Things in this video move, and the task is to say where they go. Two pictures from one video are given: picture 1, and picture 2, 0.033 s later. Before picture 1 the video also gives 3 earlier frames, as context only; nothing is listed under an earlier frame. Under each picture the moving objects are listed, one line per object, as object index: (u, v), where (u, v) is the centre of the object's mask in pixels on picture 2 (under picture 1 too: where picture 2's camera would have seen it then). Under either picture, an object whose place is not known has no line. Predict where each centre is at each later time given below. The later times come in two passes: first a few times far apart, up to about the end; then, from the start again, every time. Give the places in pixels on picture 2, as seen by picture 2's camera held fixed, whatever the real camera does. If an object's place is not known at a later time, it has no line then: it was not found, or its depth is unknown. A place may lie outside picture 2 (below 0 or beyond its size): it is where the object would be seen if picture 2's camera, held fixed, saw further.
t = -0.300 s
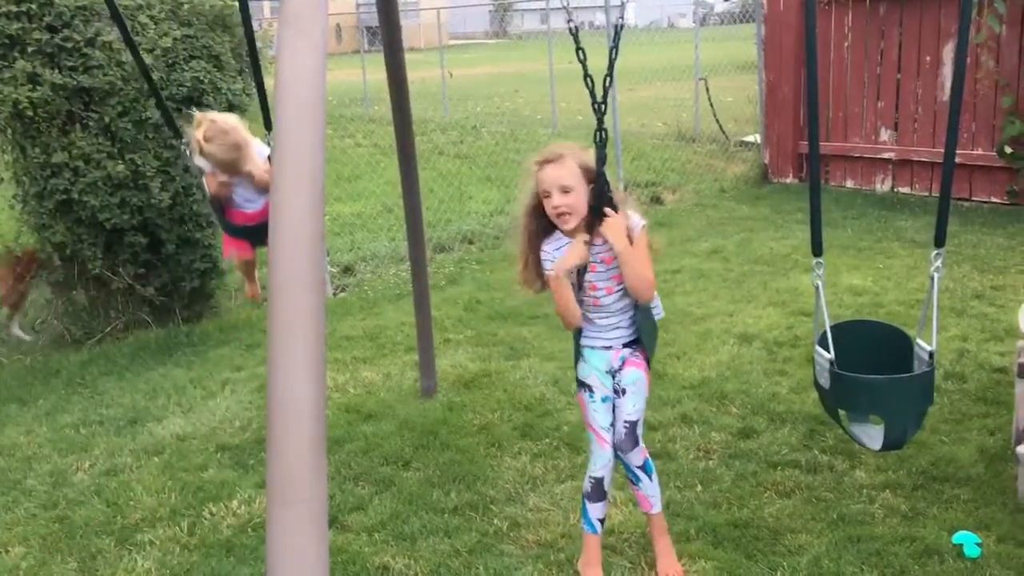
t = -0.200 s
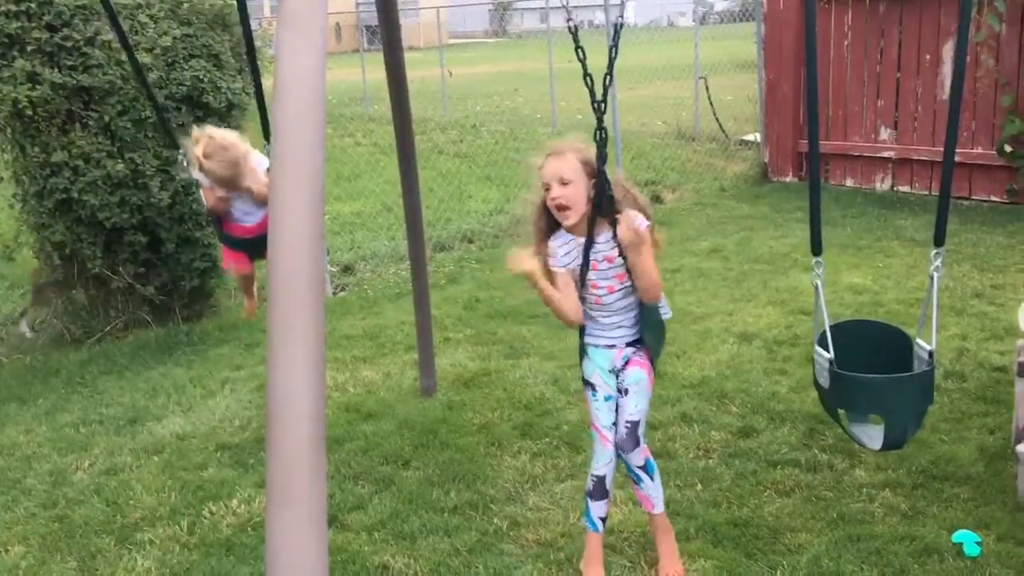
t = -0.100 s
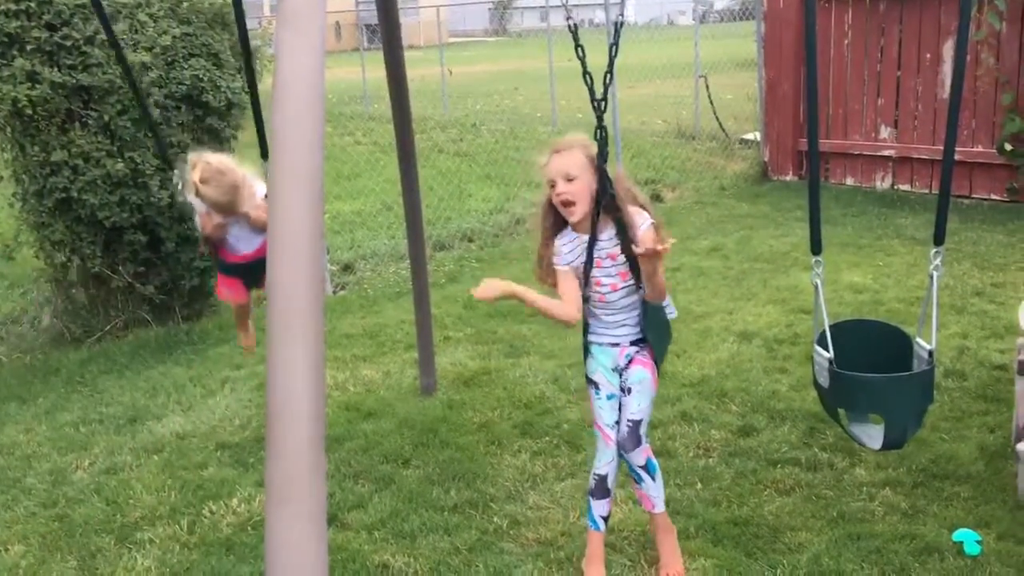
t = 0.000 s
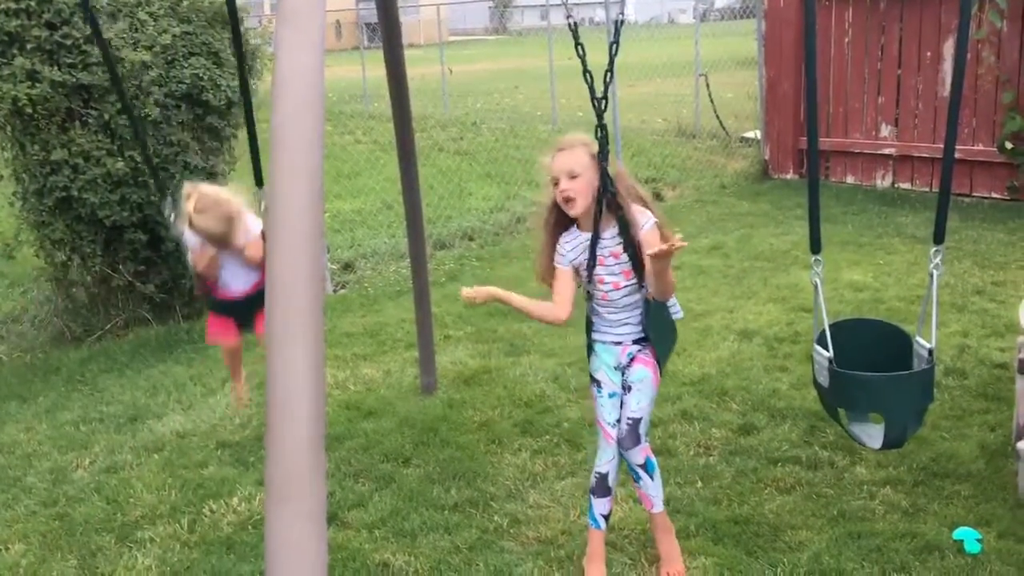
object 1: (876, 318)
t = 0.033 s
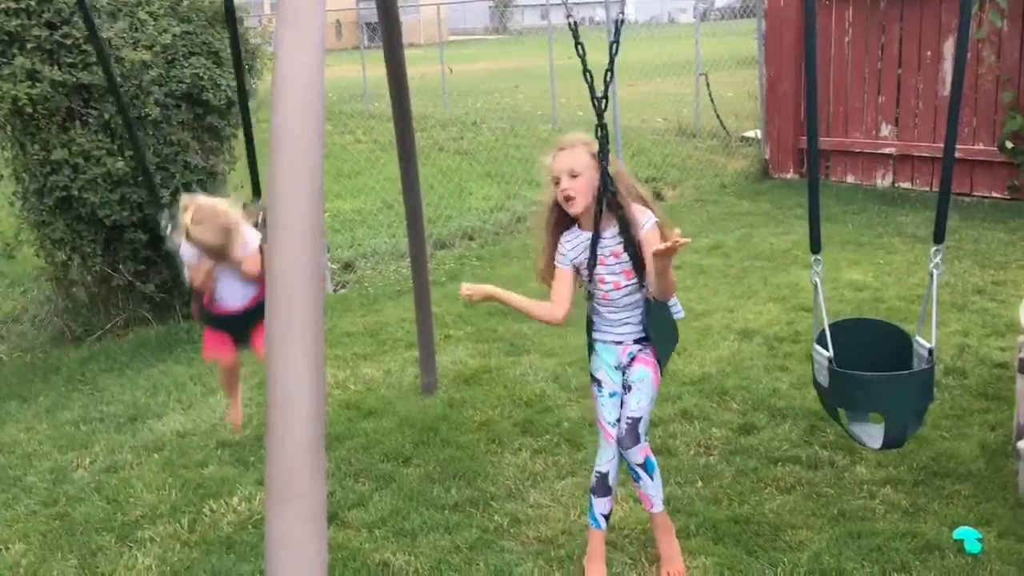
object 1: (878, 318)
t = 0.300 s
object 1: (873, 319)
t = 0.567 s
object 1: (869, 318)
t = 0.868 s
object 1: (869, 317)
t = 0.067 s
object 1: (875, 318)
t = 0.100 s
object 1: (872, 318)
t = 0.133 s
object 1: (875, 318)
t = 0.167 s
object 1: (872, 318)
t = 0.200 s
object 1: (871, 318)
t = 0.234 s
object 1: (872, 318)
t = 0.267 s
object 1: (871, 318)
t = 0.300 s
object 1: (873, 319)
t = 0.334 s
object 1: (875, 319)
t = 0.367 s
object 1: (874, 319)
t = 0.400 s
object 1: (872, 319)
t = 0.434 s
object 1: (871, 318)
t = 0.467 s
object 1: (870, 318)
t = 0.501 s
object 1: (870, 318)
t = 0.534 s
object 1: (870, 318)
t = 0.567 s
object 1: (869, 318)
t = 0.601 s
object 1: (867, 317)
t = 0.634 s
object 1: (871, 318)
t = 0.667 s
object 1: (869, 318)
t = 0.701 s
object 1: (870, 318)
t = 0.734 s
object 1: (867, 317)
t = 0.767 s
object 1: (871, 318)
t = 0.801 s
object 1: (871, 318)
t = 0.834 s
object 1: (872, 317)
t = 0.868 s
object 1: (869, 317)
